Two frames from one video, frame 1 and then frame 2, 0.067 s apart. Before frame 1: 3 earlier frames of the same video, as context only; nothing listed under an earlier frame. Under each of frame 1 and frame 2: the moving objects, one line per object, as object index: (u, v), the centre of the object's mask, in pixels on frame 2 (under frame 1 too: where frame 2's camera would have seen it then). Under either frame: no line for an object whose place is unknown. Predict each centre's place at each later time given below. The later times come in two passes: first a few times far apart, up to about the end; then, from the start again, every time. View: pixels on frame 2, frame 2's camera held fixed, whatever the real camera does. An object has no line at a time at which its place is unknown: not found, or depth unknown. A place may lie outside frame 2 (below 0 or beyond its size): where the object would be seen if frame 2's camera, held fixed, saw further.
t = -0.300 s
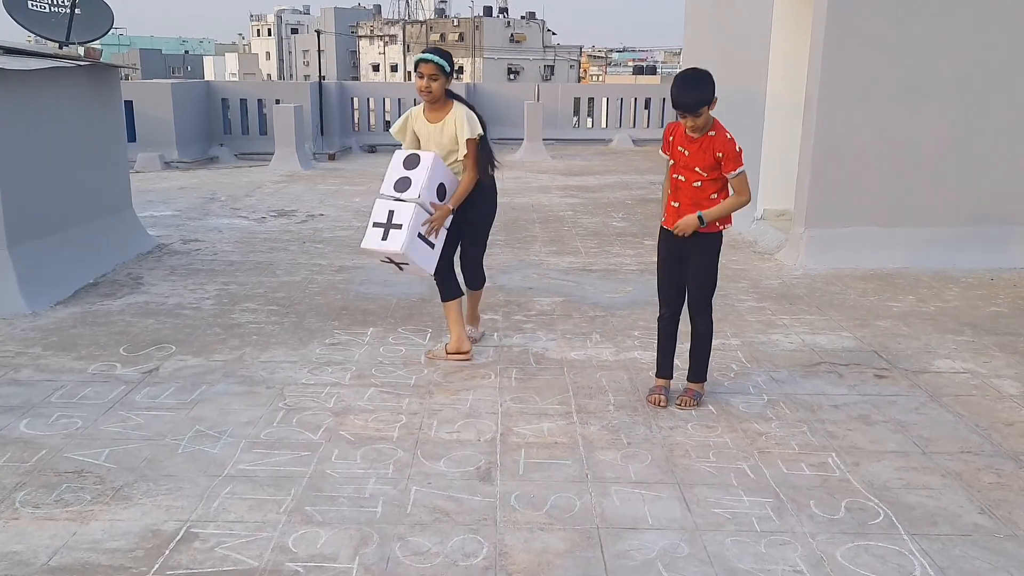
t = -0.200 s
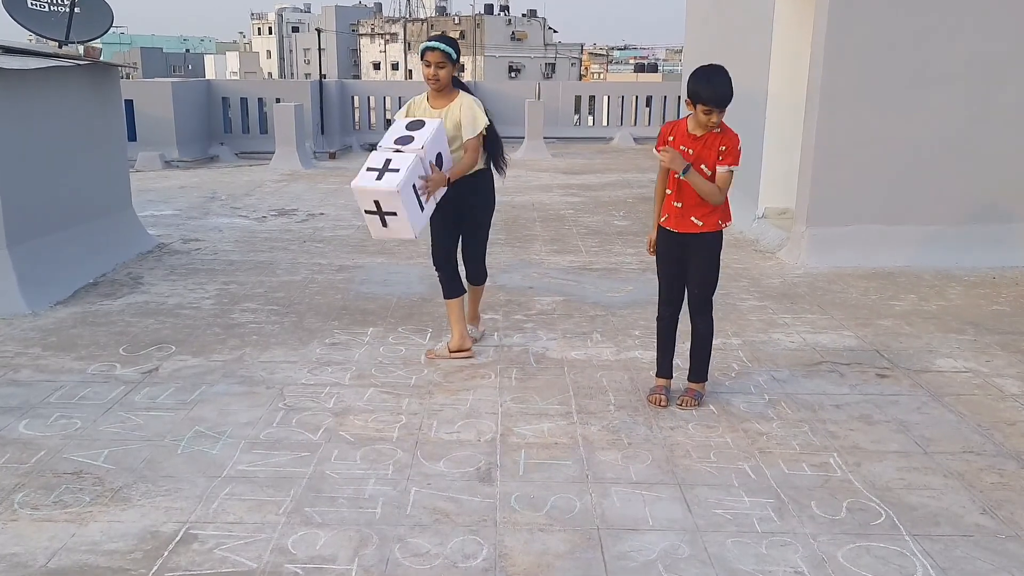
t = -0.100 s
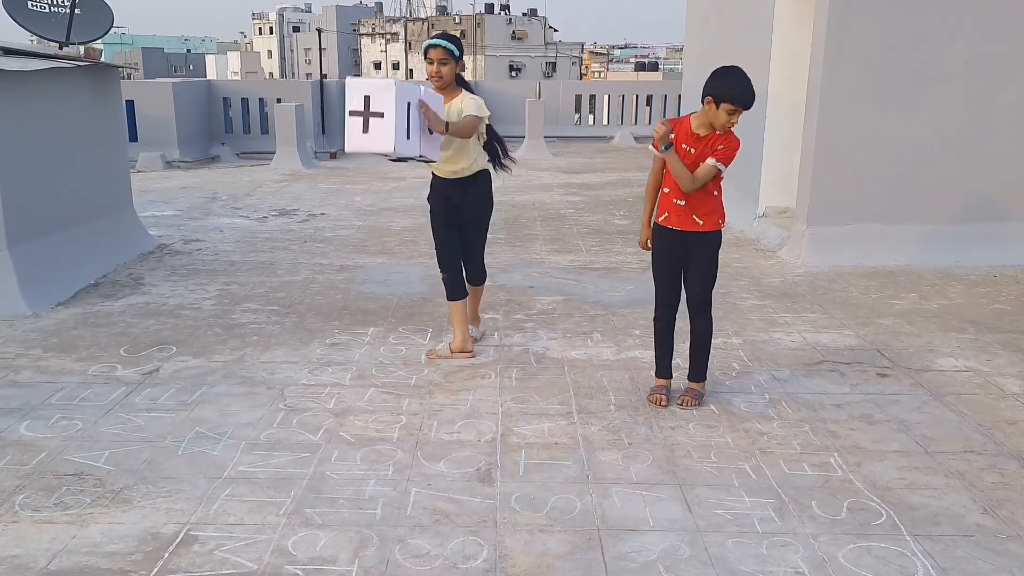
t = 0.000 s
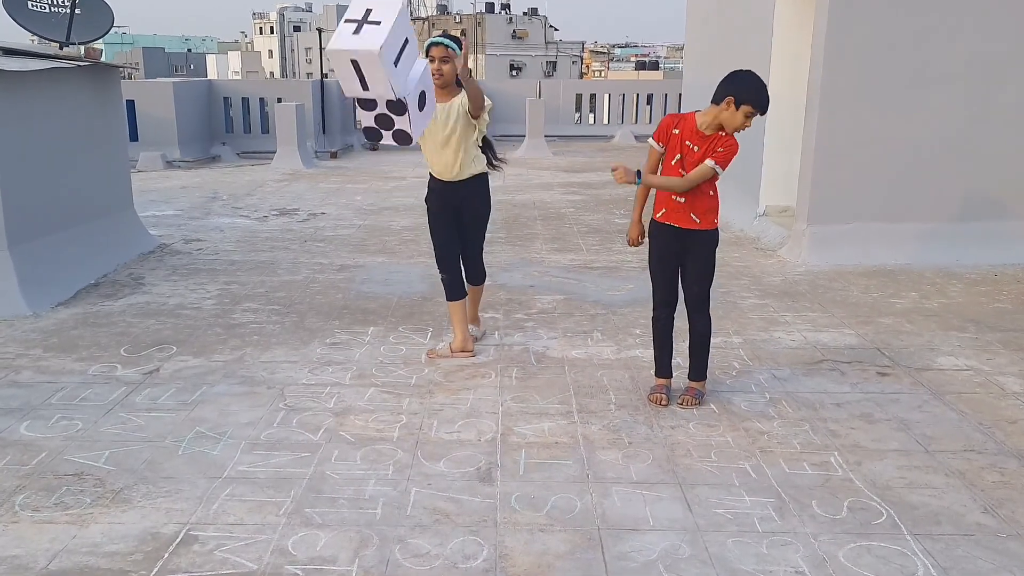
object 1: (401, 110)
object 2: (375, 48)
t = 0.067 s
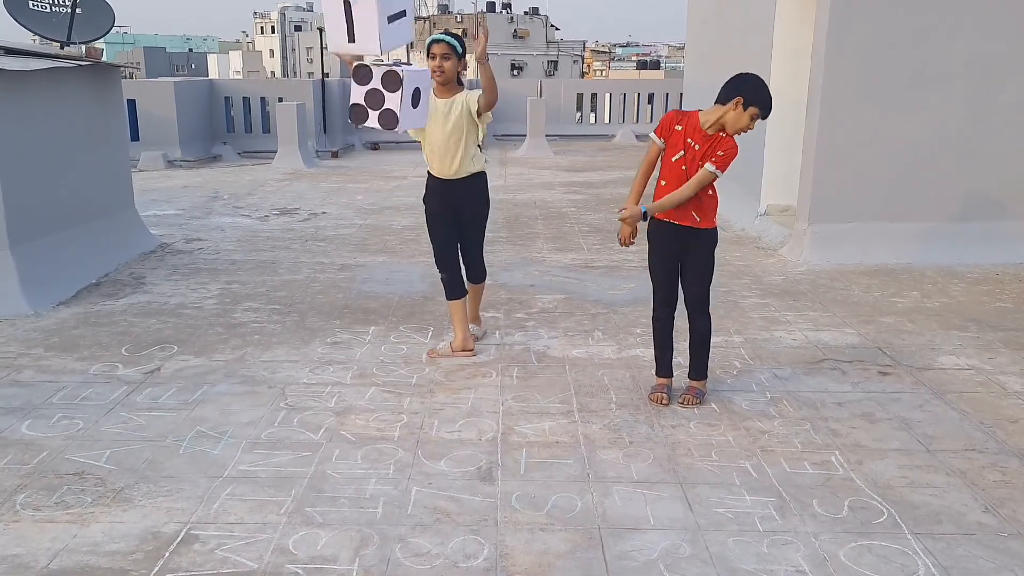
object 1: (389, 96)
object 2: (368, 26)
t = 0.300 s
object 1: (368, 162)
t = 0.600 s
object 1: (362, 391)
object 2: (321, 159)
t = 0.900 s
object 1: (420, 411)
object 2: (299, 492)
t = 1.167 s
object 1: (457, 451)
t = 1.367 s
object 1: (441, 469)
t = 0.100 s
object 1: (386, 96)
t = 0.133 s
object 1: (383, 100)
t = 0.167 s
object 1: (379, 107)
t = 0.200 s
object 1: (376, 117)
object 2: (361, 15)
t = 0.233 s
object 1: (373, 130)
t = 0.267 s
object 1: (371, 146)
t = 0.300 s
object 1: (368, 162)
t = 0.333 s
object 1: (366, 182)
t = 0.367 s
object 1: (364, 207)
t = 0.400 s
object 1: (362, 233)
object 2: (338, 31)
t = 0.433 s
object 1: (360, 261)
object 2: (335, 39)
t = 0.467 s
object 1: (359, 291)
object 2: (332, 50)
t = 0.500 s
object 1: (358, 324)
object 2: (330, 68)
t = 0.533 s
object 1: (358, 356)
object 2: (326, 96)
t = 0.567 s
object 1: (359, 389)
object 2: (324, 124)
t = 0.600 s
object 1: (362, 391)
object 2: (321, 159)
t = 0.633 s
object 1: (366, 393)
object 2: (320, 198)
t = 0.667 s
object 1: (370, 396)
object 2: (318, 239)
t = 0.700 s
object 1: (377, 404)
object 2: (317, 284)
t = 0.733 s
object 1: (384, 406)
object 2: (316, 334)
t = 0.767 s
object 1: (399, 408)
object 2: (314, 387)
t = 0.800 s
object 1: (405, 413)
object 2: (314, 442)
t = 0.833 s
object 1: (406, 417)
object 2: (313, 490)
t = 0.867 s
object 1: (412, 413)
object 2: (307, 492)
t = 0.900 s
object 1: (420, 411)
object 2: (299, 492)
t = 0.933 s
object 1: (426, 412)
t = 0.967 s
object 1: (433, 415)
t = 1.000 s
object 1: (441, 421)
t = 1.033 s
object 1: (448, 430)
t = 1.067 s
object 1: (456, 444)
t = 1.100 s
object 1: (457, 447)
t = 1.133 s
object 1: (458, 451)
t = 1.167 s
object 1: (457, 451)
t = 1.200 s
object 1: (455, 451)
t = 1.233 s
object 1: (453, 455)
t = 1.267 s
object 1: (450, 459)
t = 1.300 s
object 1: (446, 463)
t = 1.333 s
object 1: (443, 465)
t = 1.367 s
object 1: (441, 469)
